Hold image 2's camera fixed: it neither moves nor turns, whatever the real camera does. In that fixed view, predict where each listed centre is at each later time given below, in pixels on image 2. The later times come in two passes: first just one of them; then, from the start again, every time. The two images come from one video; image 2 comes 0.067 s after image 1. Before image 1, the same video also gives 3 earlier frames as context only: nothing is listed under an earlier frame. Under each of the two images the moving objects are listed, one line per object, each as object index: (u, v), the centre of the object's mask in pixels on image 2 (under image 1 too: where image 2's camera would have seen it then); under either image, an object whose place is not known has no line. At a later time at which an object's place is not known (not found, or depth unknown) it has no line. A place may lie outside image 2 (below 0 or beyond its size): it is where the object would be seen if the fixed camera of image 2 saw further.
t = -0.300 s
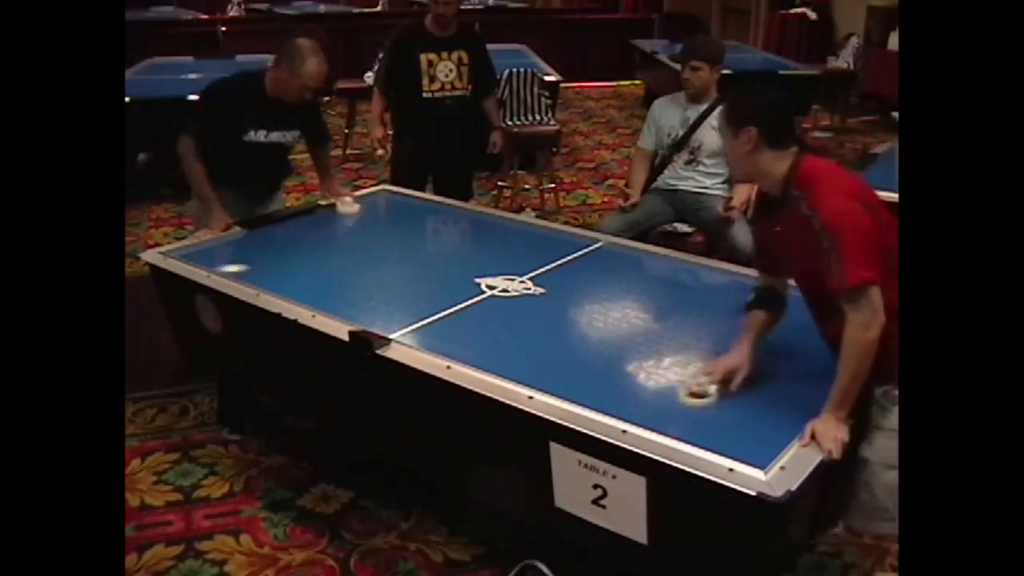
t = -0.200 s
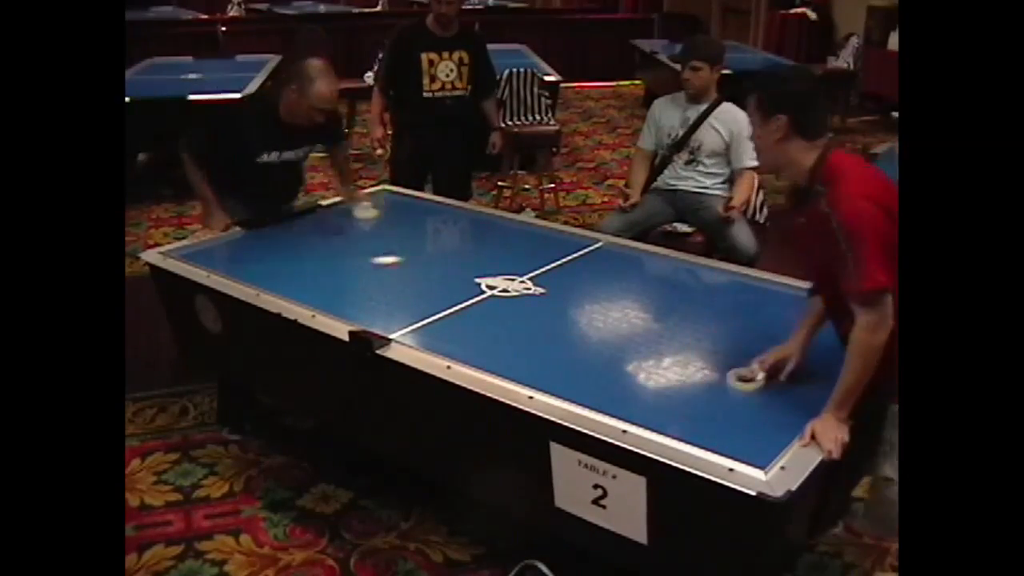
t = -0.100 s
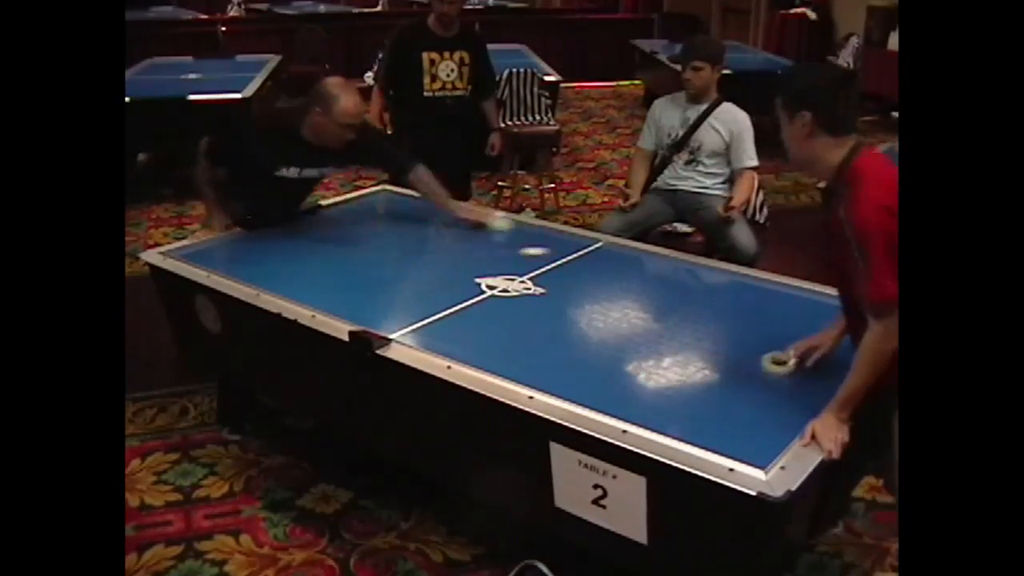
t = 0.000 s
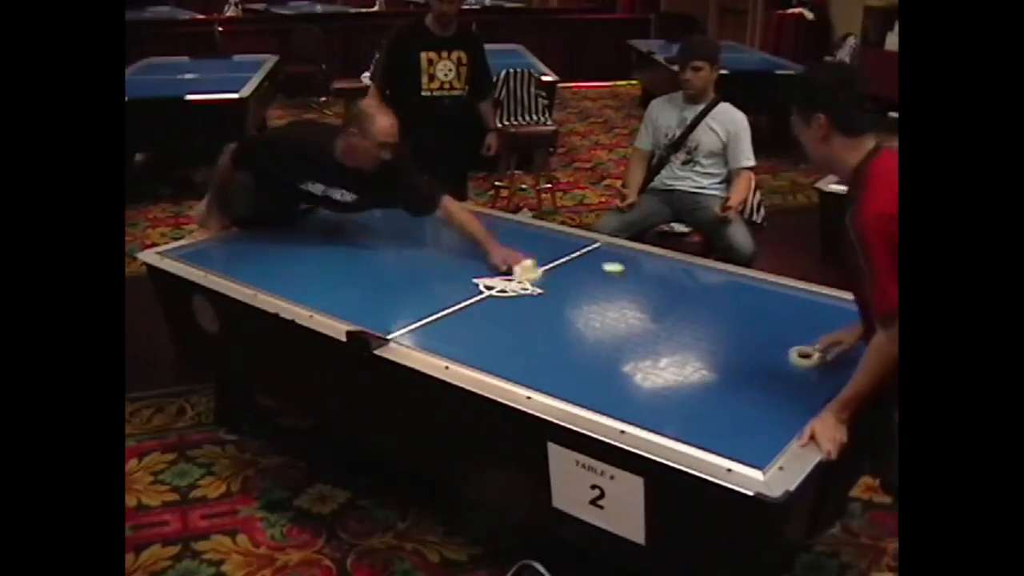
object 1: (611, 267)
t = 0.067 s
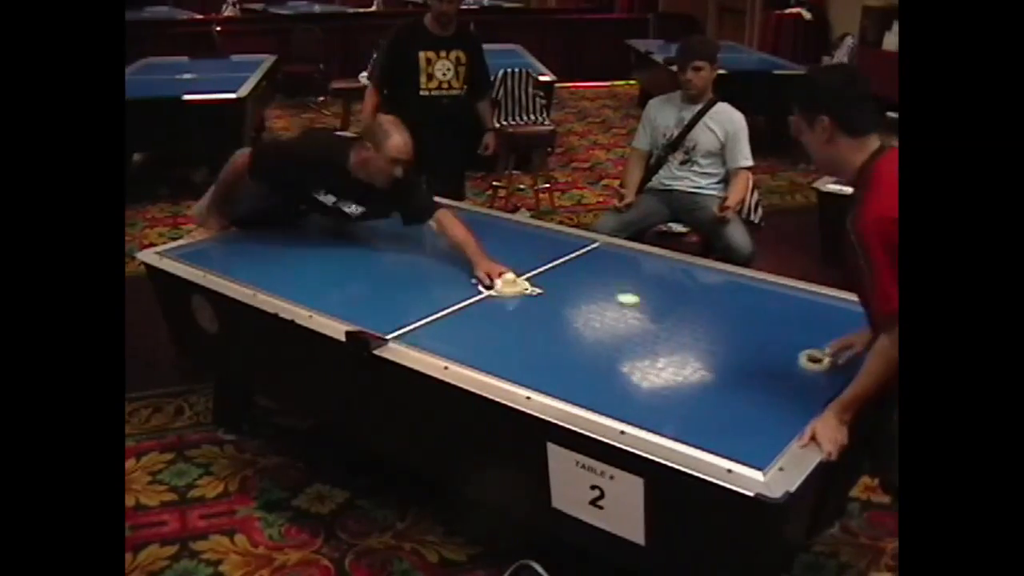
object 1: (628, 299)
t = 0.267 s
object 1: (705, 439)
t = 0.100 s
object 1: (638, 317)
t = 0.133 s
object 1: (649, 337)
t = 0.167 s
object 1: (660, 359)
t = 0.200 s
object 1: (674, 383)
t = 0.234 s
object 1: (689, 409)
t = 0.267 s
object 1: (705, 439)
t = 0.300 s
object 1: (751, 447)
